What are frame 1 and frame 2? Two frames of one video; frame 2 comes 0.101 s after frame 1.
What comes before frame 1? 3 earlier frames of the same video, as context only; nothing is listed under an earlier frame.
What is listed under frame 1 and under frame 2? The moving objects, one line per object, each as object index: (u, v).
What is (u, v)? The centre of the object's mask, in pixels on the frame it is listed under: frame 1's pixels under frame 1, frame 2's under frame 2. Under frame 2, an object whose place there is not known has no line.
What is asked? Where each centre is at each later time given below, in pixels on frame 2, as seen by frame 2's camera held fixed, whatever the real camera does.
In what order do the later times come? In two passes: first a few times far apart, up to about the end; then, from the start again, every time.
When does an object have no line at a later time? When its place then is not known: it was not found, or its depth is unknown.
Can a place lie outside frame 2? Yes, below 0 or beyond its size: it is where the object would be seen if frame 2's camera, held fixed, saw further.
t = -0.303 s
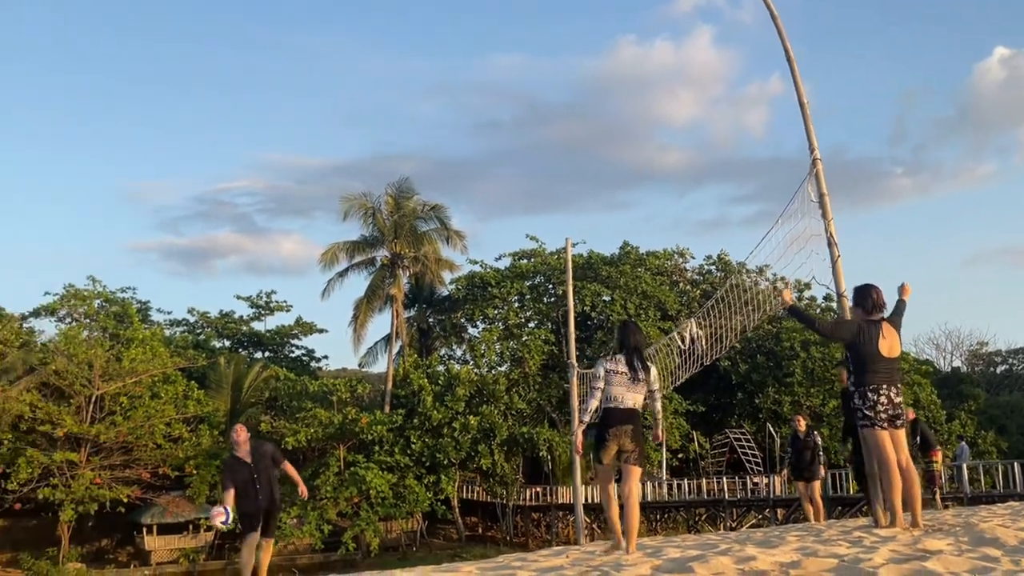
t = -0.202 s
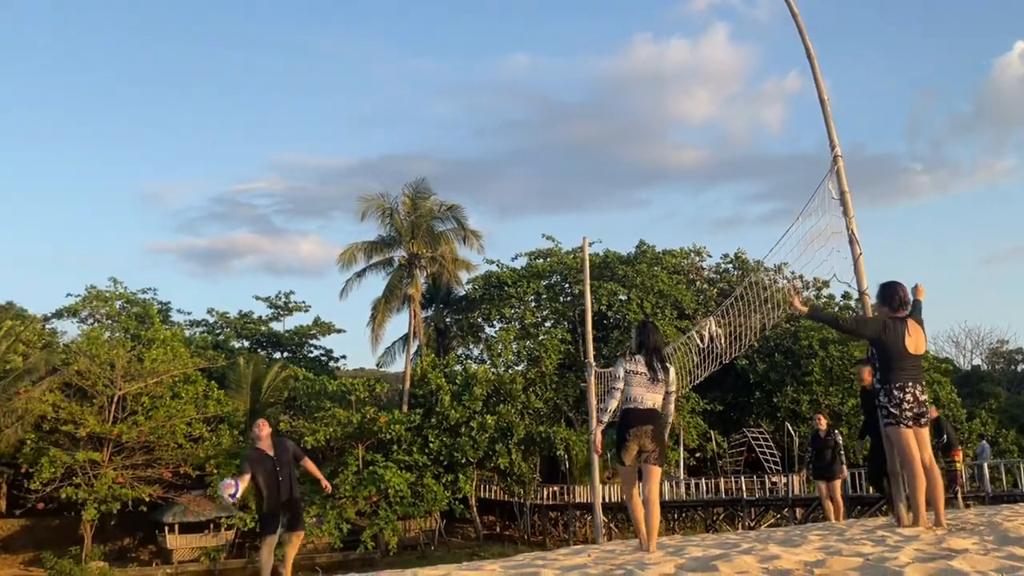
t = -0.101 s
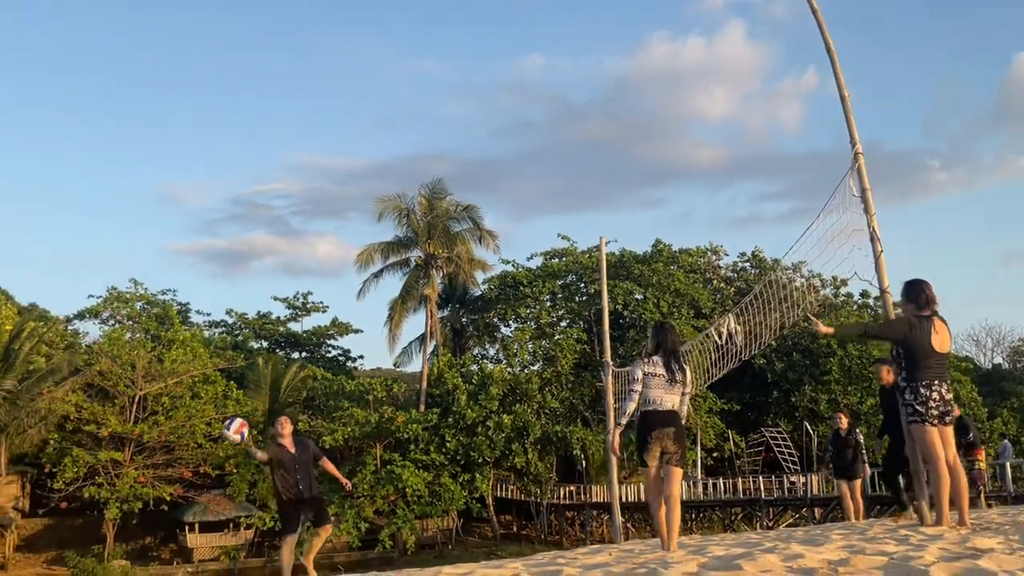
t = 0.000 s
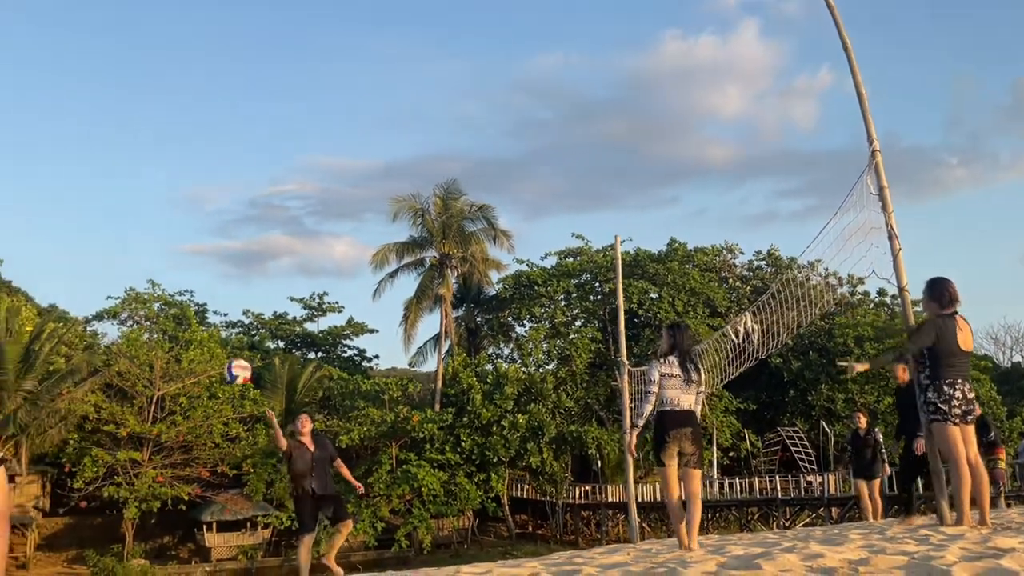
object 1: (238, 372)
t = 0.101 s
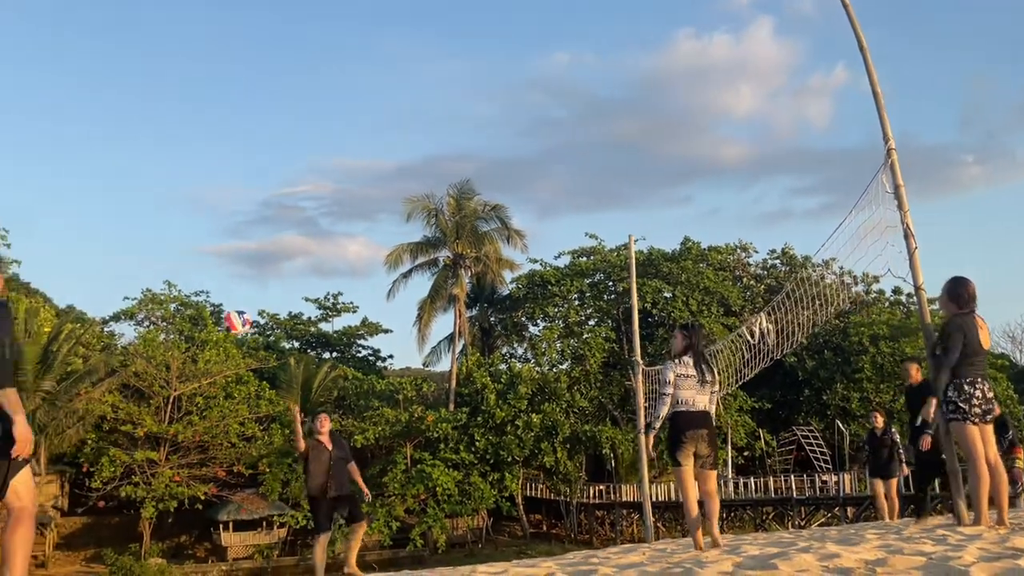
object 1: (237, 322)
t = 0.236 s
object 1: (213, 270)
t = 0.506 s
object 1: (153, 216)
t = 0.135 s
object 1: (231, 307)
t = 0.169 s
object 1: (225, 295)
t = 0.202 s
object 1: (219, 282)
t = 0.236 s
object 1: (213, 270)
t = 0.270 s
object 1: (207, 259)
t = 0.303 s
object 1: (200, 249)
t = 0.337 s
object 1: (193, 240)
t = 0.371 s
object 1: (185, 232)
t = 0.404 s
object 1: (178, 226)
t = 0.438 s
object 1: (170, 221)
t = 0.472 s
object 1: (161, 218)
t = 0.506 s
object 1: (153, 216)
